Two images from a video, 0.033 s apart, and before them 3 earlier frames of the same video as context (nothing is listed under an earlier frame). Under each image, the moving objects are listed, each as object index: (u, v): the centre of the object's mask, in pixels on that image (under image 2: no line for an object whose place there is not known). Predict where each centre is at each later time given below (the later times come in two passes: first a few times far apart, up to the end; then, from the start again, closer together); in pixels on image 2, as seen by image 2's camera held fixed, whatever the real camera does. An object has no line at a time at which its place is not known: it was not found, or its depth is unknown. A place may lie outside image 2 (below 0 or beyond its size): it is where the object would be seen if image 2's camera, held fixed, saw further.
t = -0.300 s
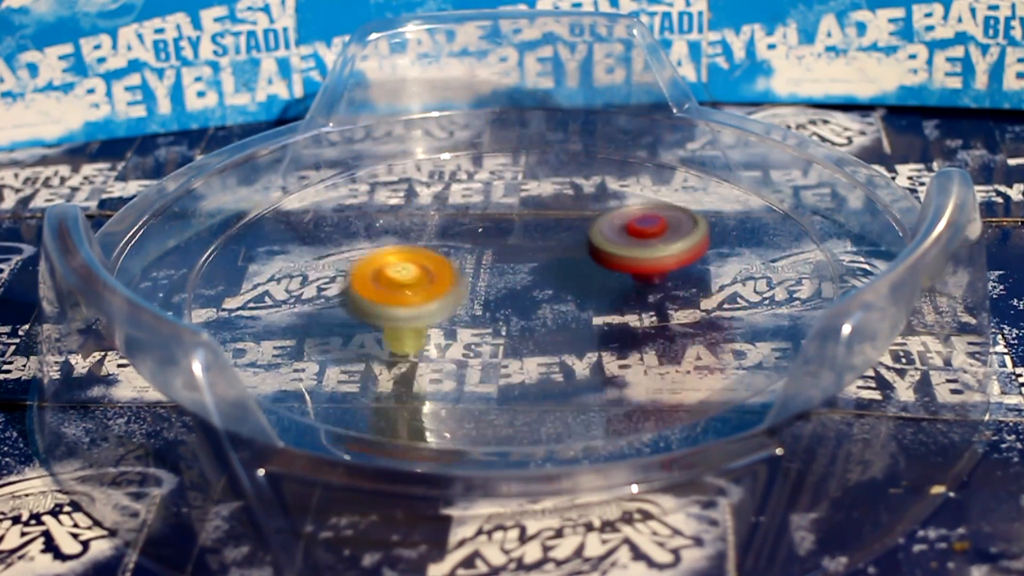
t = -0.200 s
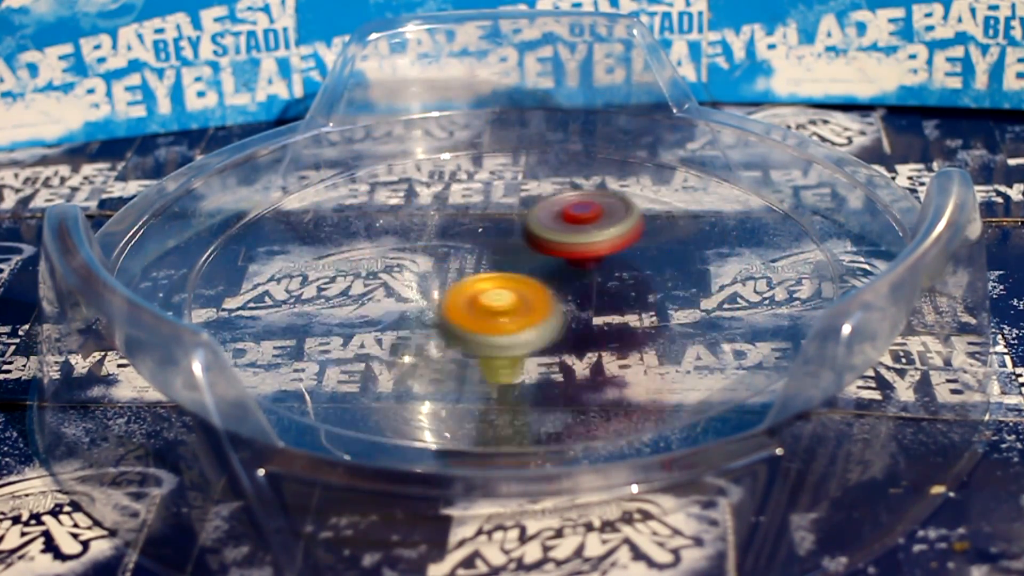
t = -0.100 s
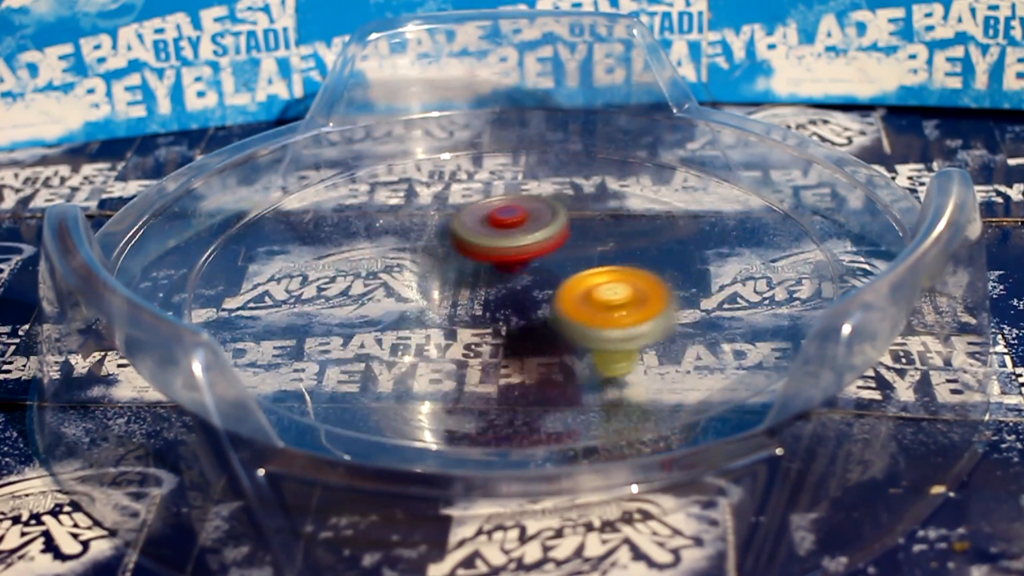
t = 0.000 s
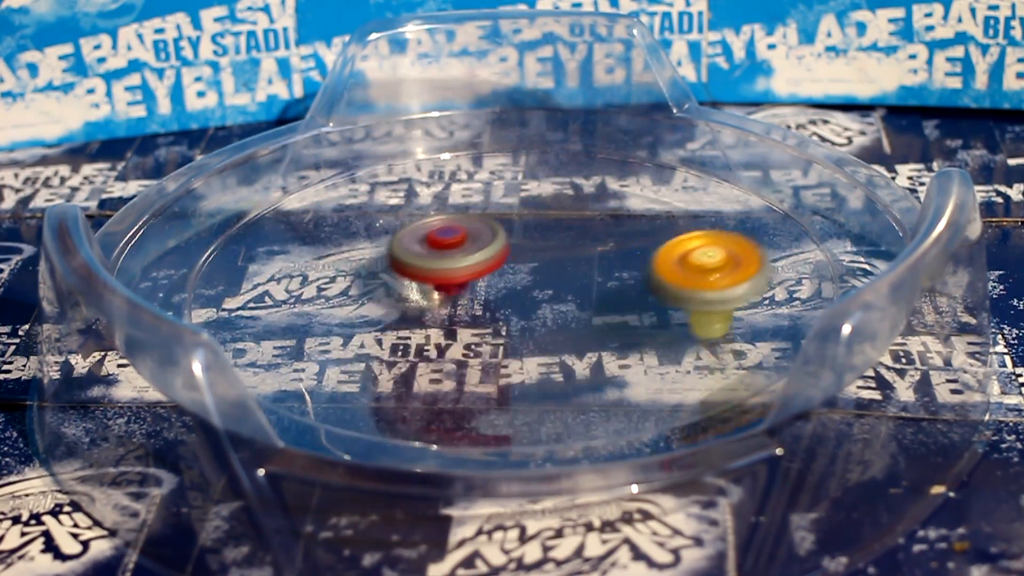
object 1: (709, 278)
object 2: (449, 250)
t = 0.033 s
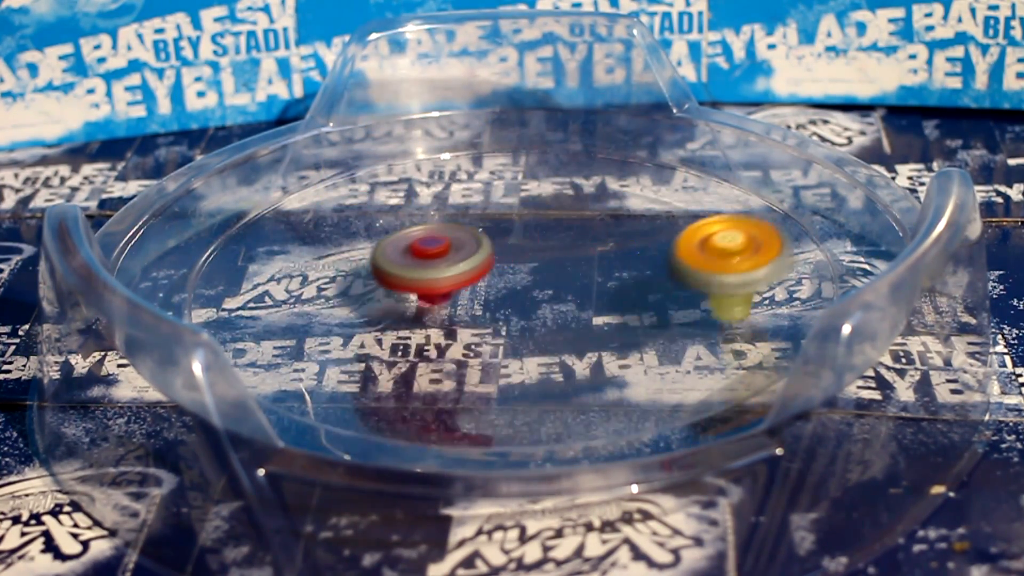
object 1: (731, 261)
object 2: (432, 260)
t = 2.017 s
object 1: (444, 333)
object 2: (558, 224)
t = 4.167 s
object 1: (337, 257)
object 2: (617, 252)
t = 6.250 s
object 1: (521, 215)
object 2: (666, 296)
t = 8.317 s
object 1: (519, 245)
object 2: (525, 339)
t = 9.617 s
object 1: (430, 210)
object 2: (605, 309)
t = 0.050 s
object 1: (739, 252)
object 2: (425, 266)
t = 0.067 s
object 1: (745, 244)
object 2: (419, 271)
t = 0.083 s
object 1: (750, 236)
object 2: (414, 276)
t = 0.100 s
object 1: (752, 227)
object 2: (410, 282)
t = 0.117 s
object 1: (753, 219)
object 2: (407, 288)
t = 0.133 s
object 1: (752, 212)
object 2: (405, 294)
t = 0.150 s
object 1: (752, 204)
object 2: (405, 300)
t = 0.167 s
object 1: (749, 197)
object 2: (406, 307)
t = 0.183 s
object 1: (744, 190)
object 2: (408, 312)
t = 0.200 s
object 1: (739, 184)
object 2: (411, 318)
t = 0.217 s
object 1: (733, 178)
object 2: (416, 323)
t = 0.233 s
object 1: (727, 173)
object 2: (421, 328)
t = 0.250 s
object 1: (718, 169)
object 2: (429, 332)
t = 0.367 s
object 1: (650, 150)
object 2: (508, 352)
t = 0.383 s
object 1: (639, 149)
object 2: (522, 353)
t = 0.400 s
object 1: (628, 149)
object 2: (537, 352)
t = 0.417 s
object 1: (616, 150)
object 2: (552, 351)
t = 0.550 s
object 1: (510, 179)
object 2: (653, 323)
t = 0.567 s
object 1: (497, 185)
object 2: (662, 318)
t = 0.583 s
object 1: (485, 192)
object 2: (669, 312)
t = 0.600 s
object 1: (474, 198)
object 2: (674, 306)
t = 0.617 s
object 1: (464, 206)
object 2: (679, 300)
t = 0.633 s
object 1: (456, 214)
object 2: (682, 294)
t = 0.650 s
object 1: (448, 222)
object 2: (683, 287)
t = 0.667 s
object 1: (441, 229)
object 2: (683, 281)
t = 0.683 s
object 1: (436, 237)
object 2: (682, 275)
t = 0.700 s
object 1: (432, 246)
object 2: (679, 269)
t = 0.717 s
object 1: (429, 253)
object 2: (675, 263)
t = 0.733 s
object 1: (427, 261)
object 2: (669, 258)
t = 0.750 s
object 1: (427, 269)
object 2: (663, 253)
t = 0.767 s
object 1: (428, 277)
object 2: (655, 248)
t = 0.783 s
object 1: (432, 284)
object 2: (647, 244)
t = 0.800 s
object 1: (435, 291)
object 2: (638, 240)
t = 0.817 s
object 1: (440, 298)
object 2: (627, 236)
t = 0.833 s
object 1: (448, 304)
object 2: (616, 233)
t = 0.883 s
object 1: (476, 320)
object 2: (578, 226)
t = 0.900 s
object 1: (487, 325)
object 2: (566, 225)
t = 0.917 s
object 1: (500, 328)
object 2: (552, 224)
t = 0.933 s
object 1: (514, 331)
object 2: (538, 223)
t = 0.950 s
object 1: (528, 333)
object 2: (525, 224)
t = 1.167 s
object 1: (716, 300)
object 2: (383, 267)
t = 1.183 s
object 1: (725, 294)
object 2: (377, 272)
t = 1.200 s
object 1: (731, 289)
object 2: (373, 278)
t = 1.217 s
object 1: (738, 283)
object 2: (369, 283)
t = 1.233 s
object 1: (743, 278)
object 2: (367, 289)
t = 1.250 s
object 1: (746, 272)
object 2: (367, 296)
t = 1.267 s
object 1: (748, 266)
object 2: (367, 302)
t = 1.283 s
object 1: (750, 260)
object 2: (369, 308)
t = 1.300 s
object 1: (750, 255)
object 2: (372, 314)
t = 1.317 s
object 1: (748, 251)
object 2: (377, 320)
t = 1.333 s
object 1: (745, 246)
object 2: (382, 325)
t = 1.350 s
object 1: (741, 241)
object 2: (389, 330)
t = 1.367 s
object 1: (736, 237)
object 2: (397, 335)
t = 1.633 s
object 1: (557, 225)
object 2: (612, 337)
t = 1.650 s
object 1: (544, 228)
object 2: (624, 333)
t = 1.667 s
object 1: (531, 231)
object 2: (633, 327)
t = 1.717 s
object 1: (496, 244)
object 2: (656, 309)
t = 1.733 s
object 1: (484, 248)
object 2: (660, 304)
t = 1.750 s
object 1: (476, 253)
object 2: (663, 297)
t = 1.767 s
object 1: (467, 258)
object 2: (665, 291)
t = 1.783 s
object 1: (458, 263)
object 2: (665, 284)
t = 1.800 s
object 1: (451, 268)
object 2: (664, 278)
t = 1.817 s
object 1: (445, 273)
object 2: (662, 272)
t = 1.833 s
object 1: (439, 279)
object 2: (658, 266)
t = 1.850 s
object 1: (434, 284)
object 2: (654, 260)
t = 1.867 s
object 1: (430, 290)
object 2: (648, 255)
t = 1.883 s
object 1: (428, 295)
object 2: (641, 250)
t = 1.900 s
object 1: (426, 300)
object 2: (633, 245)
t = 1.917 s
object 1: (425, 305)
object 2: (624, 241)
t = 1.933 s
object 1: (425, 311)
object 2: (615, 237)
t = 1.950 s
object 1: (427, 315)
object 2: (604, 233)
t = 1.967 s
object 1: (430, 320)
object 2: (593, 230)
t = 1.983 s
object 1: (434, 325)
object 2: (582, 227)
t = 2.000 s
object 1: (438, 330)
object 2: (571, 225)
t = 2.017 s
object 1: (444, 333)
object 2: (558, 224)
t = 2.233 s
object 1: (580, 345)
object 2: (406, 242)
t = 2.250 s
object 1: (591, 343)
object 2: (397, 246)
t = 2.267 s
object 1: (602, 341)
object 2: (390, 250)
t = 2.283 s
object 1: (611, 338)
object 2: (382, 255)
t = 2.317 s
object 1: (629, 332)
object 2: (371, 266)
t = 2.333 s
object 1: (638, 327)
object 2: (366, 271)
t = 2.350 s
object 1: (644, 323)
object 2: (364, 277)
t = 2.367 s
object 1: (651, 319)
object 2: (362, 282)
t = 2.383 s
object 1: (655, 315)
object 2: (361, 287)
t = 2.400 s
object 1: (660, 310)
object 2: (362, 294)
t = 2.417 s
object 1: (663, 306)
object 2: (364, 300)
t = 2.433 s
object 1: (665, 301)
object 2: (367, 305)
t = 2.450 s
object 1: (664, 297)
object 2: (371, 310)
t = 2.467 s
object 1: (663, 292)
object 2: (377, 316)
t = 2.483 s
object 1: (663, 288)
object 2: (384, 321)
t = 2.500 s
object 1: (660, 284)
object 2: (392, 326)
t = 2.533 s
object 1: (651, 276)
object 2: (409, 334)
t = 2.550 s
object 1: (645, 272)
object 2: (421, 337)
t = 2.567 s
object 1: (638, 269)
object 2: (433, 340)
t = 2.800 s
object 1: (484, 253)
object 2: (611, 320)
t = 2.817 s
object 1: (473, 254)
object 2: (619, 315)
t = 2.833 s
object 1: (462, 255)
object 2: (626, 310)
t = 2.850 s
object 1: (451, 257)
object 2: (633, 304)
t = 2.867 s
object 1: (439, 258)
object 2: (637, 299)
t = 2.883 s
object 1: (430, 260)
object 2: (640, 293)
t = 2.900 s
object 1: (420, 263)
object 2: (642, 287)
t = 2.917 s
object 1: (410, 266)
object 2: (643, 281)
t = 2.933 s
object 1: (402, 269)
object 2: (643, 275)
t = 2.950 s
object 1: (394, 272)
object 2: (642, 270)
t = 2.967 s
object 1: (386, 275)
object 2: (640, 265)
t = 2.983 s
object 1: (380, 278)
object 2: (636, 259)
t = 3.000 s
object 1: (375, 282)
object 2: (632, 254)
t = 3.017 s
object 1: (371, 285)
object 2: (626, 249)
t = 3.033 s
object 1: (367, 289)
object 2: (620, 244)
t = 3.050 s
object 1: (365, 293)
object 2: (613, 240)
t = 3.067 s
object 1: (364, 296)
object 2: (605, 236)
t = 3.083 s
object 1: (363, 301)
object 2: (596, 233)
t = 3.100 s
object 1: (364, 305)
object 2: (588, 229)
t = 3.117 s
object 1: (366, 309)
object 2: (578, 227)
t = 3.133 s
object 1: (369, 313)
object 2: (568, 224)
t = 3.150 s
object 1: (373, 317)
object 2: (557, 223)
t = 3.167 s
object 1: (378, 321)
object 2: (547, 221)
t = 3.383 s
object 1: (515, 337)
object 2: (418, 239)
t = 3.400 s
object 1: (527, 335)
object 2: (411, 243)
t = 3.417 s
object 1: (537, 333)
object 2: (405, 247)
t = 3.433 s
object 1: (548, 330)
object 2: (399, 251)
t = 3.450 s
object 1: (556, 326)
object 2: (394, 256)
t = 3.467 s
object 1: (565, 321)
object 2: (390, 260)
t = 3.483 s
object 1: (573, 317)
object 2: (388, 265)
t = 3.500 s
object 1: (578, 312)
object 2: (386, 271)
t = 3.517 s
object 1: (584, 307)
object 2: (385, 276)
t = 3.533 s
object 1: (587, 302)
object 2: (385, 280)
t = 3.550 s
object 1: (590, 296)
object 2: (386, 286)
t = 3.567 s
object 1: (592, 290)
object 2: (388, 291)
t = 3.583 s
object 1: (592, 285)
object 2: (391, 296)
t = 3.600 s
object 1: (591, 279)
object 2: (395, 301)
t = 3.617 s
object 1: (589, 273)
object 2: (400, 306)
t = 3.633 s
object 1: (585, 267)
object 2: (406, 310)
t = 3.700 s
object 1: (563, 247)
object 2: (440, 325)
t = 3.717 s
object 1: (556, 243)
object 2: (450, 327)
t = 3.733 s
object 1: (548, 239)
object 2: (461, 329)
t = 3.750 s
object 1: (539, 235)
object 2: (471, 331)
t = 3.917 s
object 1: (440, 216)
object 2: (580, 318)
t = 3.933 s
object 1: (429, 217)
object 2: (589, 315)
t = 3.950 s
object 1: (419, 218)
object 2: (597, 311)
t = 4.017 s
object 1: (383, 223)
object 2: (620, 293)
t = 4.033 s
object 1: (374, 226)
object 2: (623, 289)
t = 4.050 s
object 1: (367, 229)
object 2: (625, 284)
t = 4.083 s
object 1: (354, 236)
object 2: (627, 274)
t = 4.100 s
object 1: (349, 239)
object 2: (627, 270)
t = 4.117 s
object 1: (344, 244)
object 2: (626, 265)
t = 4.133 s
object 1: (341, 248)
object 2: (624, 260)
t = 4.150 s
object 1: (339, 253)
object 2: (621, 256)
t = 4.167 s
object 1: (337, 257)
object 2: (617, 252)
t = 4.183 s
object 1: (337, 262)
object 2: (613, 248)
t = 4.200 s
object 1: (337, 267)
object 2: (608, 244)
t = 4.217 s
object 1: (339, 273)
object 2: (602, 241)
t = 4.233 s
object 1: (342, 278)
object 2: (595, 238)
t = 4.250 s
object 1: (346, 283)
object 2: (589, 234)
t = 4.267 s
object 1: (352, 288)
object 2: (581, 231)
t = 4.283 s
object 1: (360, 293)
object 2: (573, 229)
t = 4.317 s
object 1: (377, 301)
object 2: (555, 225)
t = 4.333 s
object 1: (388, 306)
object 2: (547, 223)
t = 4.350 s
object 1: (400, 310)
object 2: (537, 222)
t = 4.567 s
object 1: (568, 294)
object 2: (423, 248)
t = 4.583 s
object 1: (576, 290)
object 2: (417, 253)
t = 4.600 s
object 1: (584, 285)
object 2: (413, 258)
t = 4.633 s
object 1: (596, 273)
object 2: (407, 268)
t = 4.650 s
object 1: (601, 268)
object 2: (406, 273)
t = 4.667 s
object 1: (604, 263)
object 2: (406, 279)
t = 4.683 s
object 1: (606, 256)
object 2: (406, 285)
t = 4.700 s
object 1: (608, 251)
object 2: (408, 290)
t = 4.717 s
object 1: (608, 246)
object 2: (411, 295)
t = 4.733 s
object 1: (607, 240)
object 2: (416, 301)
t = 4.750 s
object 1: (606, 234)
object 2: (422, 306)
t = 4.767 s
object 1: (603, 229)
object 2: (429, 311)
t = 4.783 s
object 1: (599, 223)
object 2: (436, 315)
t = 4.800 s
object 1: (595, 218)
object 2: (446, 319)
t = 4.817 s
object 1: (590, 213)
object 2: (455, 322)
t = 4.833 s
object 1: (583, 209)
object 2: (466, 325)
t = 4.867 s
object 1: (571, 200)
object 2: (489, 329)
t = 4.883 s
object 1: (564, 197)
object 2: (501, 331)
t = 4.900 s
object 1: (556, 194)
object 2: (514, 331)
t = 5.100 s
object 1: (453, 191)
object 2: (642, 298)
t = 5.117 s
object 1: (446, 194)
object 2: (649, 292)
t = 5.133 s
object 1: (439, 197)
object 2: (653, 287)
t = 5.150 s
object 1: (432, 201)
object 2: (656, 282)
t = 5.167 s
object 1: (427, 204)
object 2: (659, 276)
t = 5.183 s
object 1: (421, 209)
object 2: (660, 271)
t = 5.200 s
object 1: (417, 213)
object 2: (661, 265)
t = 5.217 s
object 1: (414, 218)
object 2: (660, 260)
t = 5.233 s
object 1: (411, 222)
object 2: (658, 255)
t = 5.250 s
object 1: (410, 227)
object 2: (656, 250)
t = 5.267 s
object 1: (408, 232)
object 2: (652, 246)
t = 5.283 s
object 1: (407, 237)
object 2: (647, 241)
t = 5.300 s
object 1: (408, 242)
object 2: (642, 237)
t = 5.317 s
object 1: (410, 247)
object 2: (636, 233)
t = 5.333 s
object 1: (413, 252)
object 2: (629, 229)
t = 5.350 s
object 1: (417, 256)
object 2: (622, 225)
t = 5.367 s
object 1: (421, 261)
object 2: (613, 223)
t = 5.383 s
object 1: (426, 266)
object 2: (603, 220)
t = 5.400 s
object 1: (433, 270)
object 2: (594, 217)
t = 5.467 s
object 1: (470, 284)
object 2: (552, 213)
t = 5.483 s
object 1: (479, 287)
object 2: (542, 212)
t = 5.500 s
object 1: (488, 289)
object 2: (532, 212)
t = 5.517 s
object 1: (500, 291)
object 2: (521, 212)
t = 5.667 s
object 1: (600, 282)
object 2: (433, 244)
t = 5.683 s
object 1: (610, 279)
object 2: (427, 249)
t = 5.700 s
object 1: (619, 275)
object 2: (423, 254)
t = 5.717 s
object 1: (627, 271)
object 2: (418, 260)
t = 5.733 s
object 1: (635, 267)
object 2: (414, 265)
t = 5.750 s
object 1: (641, 263)
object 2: (412, 271)
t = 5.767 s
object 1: (646, 258)
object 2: (411, 277)
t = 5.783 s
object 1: (650, 254)
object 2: (410, 284)
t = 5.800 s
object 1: (654, 250)
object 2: (412, 289)
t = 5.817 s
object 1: (656, 246)
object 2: (414, 295)
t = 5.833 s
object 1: (658, 241)
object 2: (417, 301)
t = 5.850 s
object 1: (659, 237)
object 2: (422, 307)
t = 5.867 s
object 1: (659, 233)
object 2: (428, 312)
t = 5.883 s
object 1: (658, 229)
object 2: (435, 316)
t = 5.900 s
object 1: (657, 225)
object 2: (444, 321)
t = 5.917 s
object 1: (655, 222)
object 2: (453, 325)
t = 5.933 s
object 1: (652, 219)
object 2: (463, 329)
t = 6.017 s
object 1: (629, 205)
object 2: (522, 338)
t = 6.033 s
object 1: (624, 203)
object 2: (534, 337)
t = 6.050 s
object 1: (618, 201)
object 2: (547, 337)
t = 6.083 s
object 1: (603, 199)
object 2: (572, 334)
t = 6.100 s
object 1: (594, 198)
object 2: (585, 333)
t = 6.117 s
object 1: (585, 198)
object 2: (596, 330)
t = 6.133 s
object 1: (577, 199)
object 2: (607, 327)
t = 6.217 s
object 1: (536, 208)
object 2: (654, 306)
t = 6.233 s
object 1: (528, 211)
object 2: (661, 301)
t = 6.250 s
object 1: (521, 215)
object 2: (666, 296)
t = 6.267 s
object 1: (513, 219)
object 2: (671, 290)
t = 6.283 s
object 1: (506, 224)
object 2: (674, 285)
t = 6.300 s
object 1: (498, 228)
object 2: (676, 279)
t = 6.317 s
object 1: (494, 234)
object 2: (677, 274)
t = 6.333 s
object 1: (487, 240)
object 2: (676, 268)
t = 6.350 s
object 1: (484, 245)
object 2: (675, 263)
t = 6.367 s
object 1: (481, 251)
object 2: (672, 258)
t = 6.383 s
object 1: (480, 256)
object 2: (669, 253)
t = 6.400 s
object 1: (479, 262)
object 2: (665, 249)
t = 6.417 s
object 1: (479, 268)
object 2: (659, 245)
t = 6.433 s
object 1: (480, 274)
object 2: (653, 241)
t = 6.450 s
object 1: (482, 280)
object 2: (646, 237)
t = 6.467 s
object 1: (486, 285)
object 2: (639, 234)
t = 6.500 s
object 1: (498, 295)
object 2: (622, 228)
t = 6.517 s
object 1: (504, 299)
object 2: (612, 226)
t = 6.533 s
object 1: (514, 303)
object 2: (602, 224)
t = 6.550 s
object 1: (524, 306)
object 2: (590, 223)
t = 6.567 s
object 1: (533, 309)
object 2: (580, 222)
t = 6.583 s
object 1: (543, 311)
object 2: (570, 221)
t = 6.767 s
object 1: (664, 300)
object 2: (457, 247)
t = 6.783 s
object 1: (673, 295)
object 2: (449, 251)
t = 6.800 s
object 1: (681, 291)
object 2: (443, 255)
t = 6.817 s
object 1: (689, 287)
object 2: (436, 261)
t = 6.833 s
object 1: (695, 282)
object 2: (431, 266)
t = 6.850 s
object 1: (701, 278)
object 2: (427, 271)
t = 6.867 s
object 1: (705, 273)
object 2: (424, 276)
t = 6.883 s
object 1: (709, 268)
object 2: (422, 281)
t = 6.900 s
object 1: (711, 263)
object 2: (421, 287)
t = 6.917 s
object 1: (712, 258)
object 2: (421, 293)
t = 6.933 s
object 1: (711, 254)
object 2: (422, 298)
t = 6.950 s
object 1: (710, 250)
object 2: (423, 302)
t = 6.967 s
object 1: (708, 246)
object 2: (427, 308)
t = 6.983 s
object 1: (703, 241)
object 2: (431, 313)
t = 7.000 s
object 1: (699, 238)
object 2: (436, 317)
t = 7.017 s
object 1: (693, 234)
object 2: (443, 322)
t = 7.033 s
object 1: (686, 232)
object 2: (450, 325)
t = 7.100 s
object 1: (650, 224)
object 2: (485, 337)
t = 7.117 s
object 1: (638, 223)
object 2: (496, 339)
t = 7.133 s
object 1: (627, 223)
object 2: (507, 340)
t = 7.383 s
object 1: (465, 265)
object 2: (654, 303)
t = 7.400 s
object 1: (458, 270)
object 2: (658, 299)
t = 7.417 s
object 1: (453, 275)
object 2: (661, 294)
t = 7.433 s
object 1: (448, 280)
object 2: (662, 289)
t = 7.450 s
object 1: (444, 285)
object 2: (662, 284)
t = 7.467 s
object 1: (442, 290)
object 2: (661, 280)
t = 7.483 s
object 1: (439, 295)
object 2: (660, 276)
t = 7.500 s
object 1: (438, 301)
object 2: (658, 271)
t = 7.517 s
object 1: (438, 306)
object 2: (654, 267)
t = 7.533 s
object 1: (439, 311)
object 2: (651, 263)
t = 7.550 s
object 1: (441, 316)
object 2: (646, 259)
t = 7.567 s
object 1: (444, 320)
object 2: (641, 256)
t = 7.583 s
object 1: (449, 324)
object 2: (634, 252)
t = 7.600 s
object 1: (454, 327)
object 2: (627, 249)
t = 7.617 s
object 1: (460, 331)
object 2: (618, 246)
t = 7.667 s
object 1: (484, 339)
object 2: (592, 240)
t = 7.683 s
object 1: (494, 341)
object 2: (582, 239)
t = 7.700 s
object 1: (504, 343)
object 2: (572, 238)
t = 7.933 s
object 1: (643, 314)
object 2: (442, 266)
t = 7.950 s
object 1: (648, 311)
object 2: (436, 269)
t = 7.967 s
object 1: (653, 306)
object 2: (431, 274)
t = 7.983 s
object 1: (656, 301)
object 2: (427, 278)
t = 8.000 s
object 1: (658, 298)
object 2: (423, 282)
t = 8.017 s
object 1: (660, 292)
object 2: (421, 286)
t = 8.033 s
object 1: (659, 287)
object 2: (420, 292)
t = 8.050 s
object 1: (657, 283)
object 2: (419, 297)
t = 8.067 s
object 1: (654, 278)
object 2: (420, 301)
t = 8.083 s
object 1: (650, 274)
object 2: (421, 306)
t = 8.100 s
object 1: (645, 270)
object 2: (424, 311)
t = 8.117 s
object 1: (640, 266)
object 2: (427, 314)
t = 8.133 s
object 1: (633, 262)
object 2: (432, 318)
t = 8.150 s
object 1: (625, 259)
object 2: (437, 322)
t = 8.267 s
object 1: (554, 246)
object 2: (496, 338)
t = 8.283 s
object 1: (543, 245)
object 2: (505, 339)
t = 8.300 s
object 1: (531, 245)
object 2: (515, 339)
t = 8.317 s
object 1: (519, 245)
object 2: (525, 339)
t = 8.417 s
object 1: (452, 249)
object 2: (585, 329)
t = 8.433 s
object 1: (442, 251)
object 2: (594, 326)
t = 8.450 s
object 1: (432, 253)
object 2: (601, 323)
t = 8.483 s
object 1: (415, 258)
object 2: (615, 315)
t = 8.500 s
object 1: (406, 260)
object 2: (621, 311)
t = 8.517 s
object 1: (399, 263)
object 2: (626, 307)
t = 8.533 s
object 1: (392, 266)
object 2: (630, 302)
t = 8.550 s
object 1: (385, 269)
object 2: (632, 297)
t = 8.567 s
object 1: (380, 272)
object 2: (634, 293)
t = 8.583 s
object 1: (375, 275)
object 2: (635, 288)
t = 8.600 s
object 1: (371, 278)
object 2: (634, 284)
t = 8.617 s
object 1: (368, 281)
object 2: (633, 279)
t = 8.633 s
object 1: (364, 285)
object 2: (630, 274)
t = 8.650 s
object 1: (363, 288)
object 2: (627, 270)
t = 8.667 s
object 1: (362, 292)
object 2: (623, 266)
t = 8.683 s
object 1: (362, 295)
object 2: (618, 262)
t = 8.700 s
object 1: (363, 298)
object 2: (612, 259)
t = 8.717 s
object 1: (364, 302)
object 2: (605, 255)
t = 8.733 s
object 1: (366, 305)
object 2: (598, 252)
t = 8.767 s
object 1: (372, 312)
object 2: (581, 247)
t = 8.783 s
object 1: (375, 315)
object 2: (572, 245)
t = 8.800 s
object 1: (380, 318)
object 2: (563, 243)
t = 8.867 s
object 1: (406, 328)
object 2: (523, 240)
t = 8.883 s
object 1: (413, 329)
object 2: (512, 240)
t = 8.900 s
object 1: (422, 331)
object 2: (501, 241)
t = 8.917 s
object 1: (431, 332)
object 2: (492, 242)
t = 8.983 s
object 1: (473, 334)
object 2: (456, 249)
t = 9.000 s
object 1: (485, 333)
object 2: (446, 252)
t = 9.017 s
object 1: (495, 333)
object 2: (438, 255)
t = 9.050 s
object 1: (518, 329)
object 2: (424, 262)
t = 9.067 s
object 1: (528, 325)
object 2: (418, 266)
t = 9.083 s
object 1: (538, 322)
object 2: (413, 270)
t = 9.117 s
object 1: (555, 314)
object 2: (405, 278)
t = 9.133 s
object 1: (563, 310)
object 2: (402, 282)
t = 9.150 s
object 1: (568, 306)
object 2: (400, 288)
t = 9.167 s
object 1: (574, 301)
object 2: (400, 292)
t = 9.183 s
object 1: (578, 296)
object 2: (400, 297)
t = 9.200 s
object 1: (582, 291)
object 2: (402, 302)
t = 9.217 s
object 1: (584, 286)
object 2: (404, 306)
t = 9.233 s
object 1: (585, 281)
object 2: (408, 311)
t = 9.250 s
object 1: (585, 276)
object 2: (412, 315)
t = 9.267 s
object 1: (584, 270)
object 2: (416, 318)
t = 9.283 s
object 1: (581, 265)
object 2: (423, 322)
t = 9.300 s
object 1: (579, 260)
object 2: (430, 326)
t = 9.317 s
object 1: (575, 255)
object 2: (438, 329)
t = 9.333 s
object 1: (570, 251)
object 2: (447, 331)
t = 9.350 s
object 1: (566, 246)
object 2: (456, 333)
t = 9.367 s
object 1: (561, 242)
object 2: (467, 335)
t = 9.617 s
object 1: (430, 210)
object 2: (605, 309)
